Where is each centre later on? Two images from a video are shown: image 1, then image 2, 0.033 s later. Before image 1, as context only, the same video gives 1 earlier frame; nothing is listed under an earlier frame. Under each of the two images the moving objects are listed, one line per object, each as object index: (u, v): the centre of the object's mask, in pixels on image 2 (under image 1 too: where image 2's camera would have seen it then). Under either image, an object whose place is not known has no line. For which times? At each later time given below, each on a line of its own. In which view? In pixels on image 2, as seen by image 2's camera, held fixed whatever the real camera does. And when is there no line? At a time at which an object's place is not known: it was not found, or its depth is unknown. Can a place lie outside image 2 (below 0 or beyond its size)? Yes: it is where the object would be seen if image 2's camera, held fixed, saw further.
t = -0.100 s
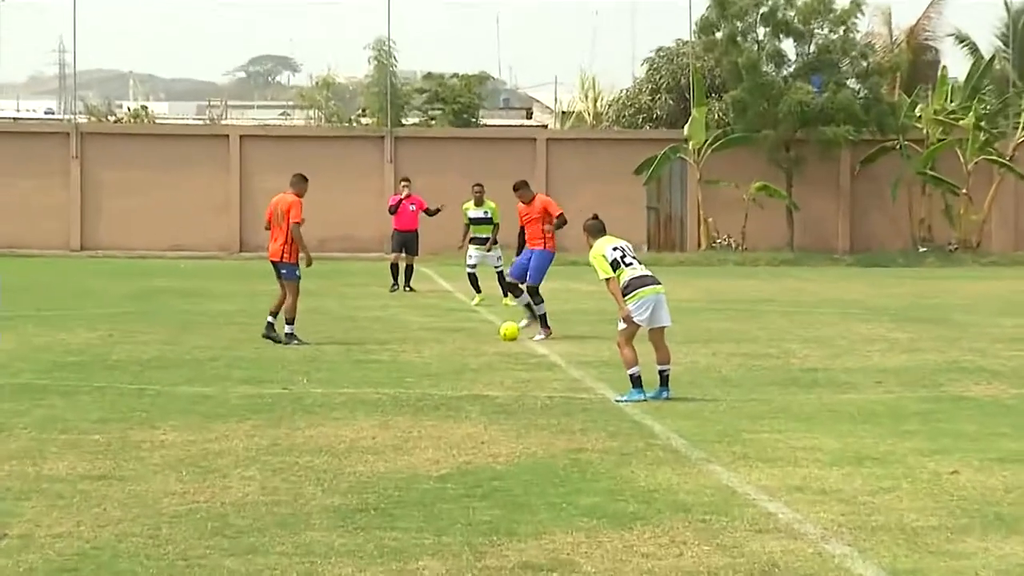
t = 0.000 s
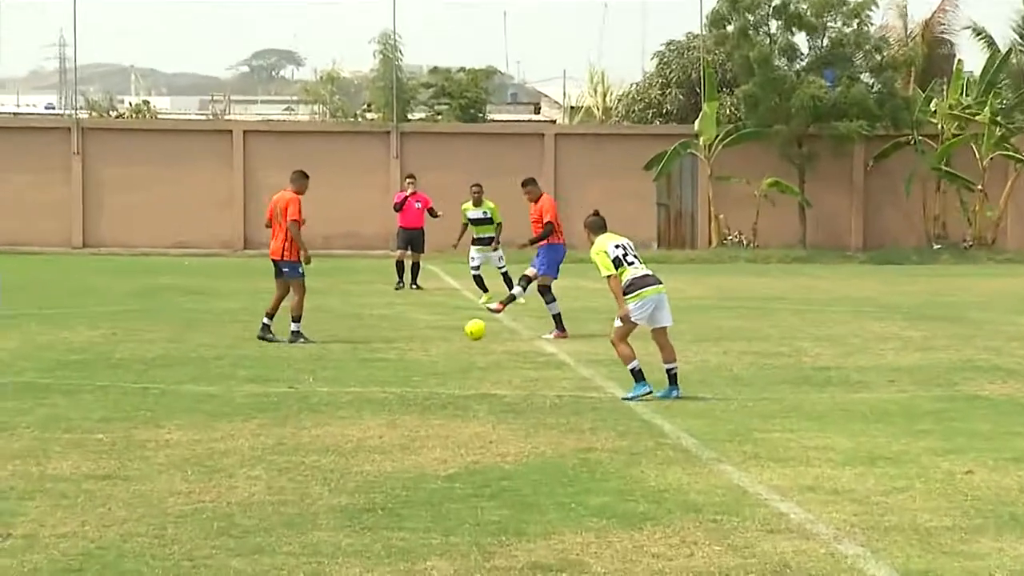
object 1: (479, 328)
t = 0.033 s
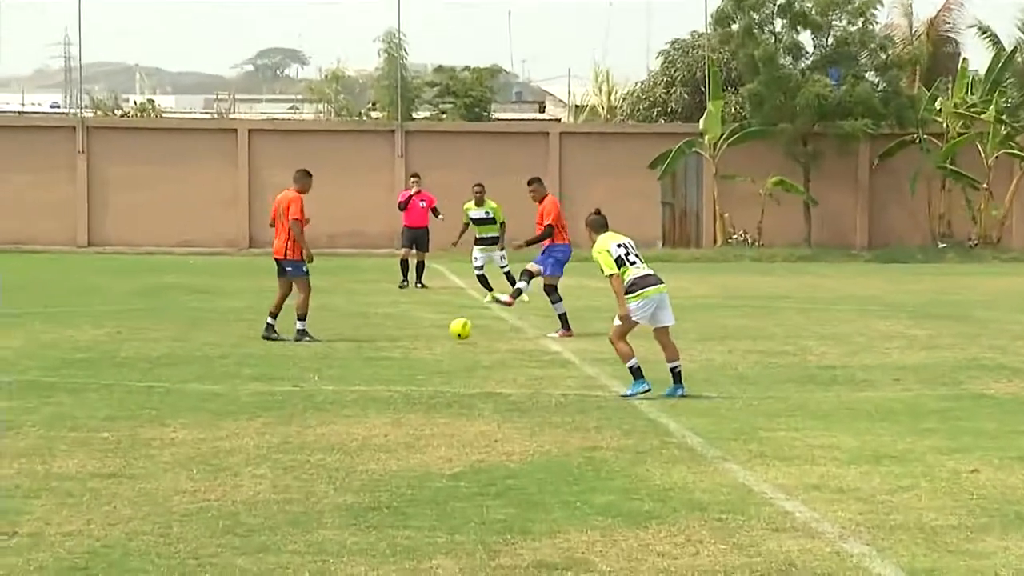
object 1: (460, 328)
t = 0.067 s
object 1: (442, 330)
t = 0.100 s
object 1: (423, 333)
